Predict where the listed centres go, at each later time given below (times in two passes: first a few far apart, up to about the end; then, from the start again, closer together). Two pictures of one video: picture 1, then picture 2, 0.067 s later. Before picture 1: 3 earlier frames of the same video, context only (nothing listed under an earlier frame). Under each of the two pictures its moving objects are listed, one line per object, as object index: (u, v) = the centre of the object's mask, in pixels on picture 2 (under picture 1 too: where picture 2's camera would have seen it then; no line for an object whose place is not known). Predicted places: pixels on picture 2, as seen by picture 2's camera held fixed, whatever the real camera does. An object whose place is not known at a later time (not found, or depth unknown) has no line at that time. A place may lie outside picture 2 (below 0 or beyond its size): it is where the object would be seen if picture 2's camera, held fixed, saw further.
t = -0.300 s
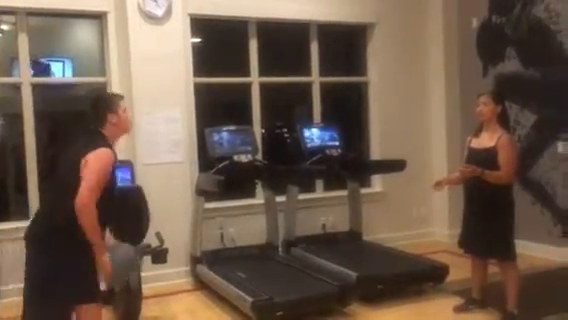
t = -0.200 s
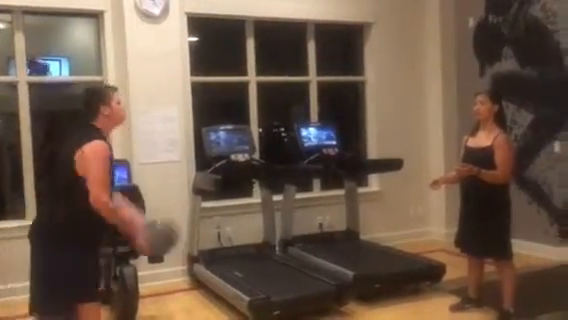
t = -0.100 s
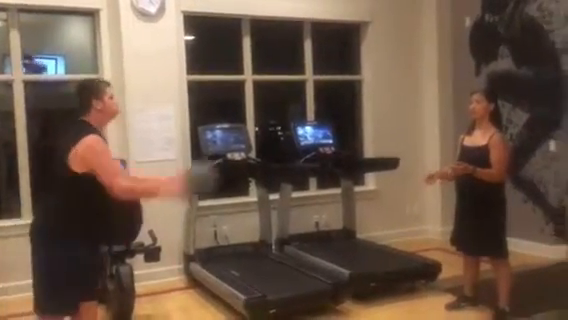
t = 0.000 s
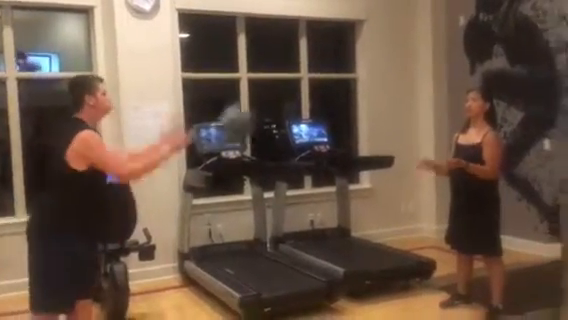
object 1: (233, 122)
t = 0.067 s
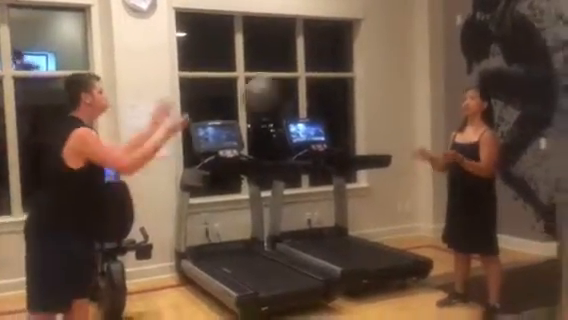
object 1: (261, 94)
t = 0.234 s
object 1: (323, 57)
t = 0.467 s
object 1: (409, 78)
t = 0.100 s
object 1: (272, 84)
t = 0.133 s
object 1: (286, 72)
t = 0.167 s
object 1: (298, 66)
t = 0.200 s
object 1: (311, 61)
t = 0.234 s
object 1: (323, 57)
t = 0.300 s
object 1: (349, 55)
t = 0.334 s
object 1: (362, 56)
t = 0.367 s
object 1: (376, 61)
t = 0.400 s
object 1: (388, 65)
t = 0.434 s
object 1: (399, 71)
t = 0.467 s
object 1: (409, 78)
